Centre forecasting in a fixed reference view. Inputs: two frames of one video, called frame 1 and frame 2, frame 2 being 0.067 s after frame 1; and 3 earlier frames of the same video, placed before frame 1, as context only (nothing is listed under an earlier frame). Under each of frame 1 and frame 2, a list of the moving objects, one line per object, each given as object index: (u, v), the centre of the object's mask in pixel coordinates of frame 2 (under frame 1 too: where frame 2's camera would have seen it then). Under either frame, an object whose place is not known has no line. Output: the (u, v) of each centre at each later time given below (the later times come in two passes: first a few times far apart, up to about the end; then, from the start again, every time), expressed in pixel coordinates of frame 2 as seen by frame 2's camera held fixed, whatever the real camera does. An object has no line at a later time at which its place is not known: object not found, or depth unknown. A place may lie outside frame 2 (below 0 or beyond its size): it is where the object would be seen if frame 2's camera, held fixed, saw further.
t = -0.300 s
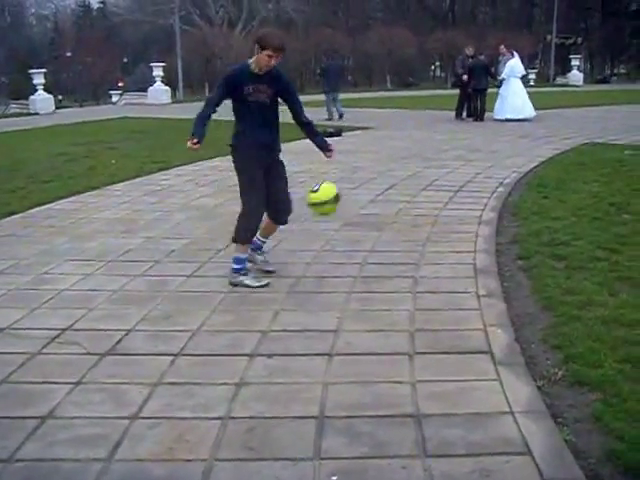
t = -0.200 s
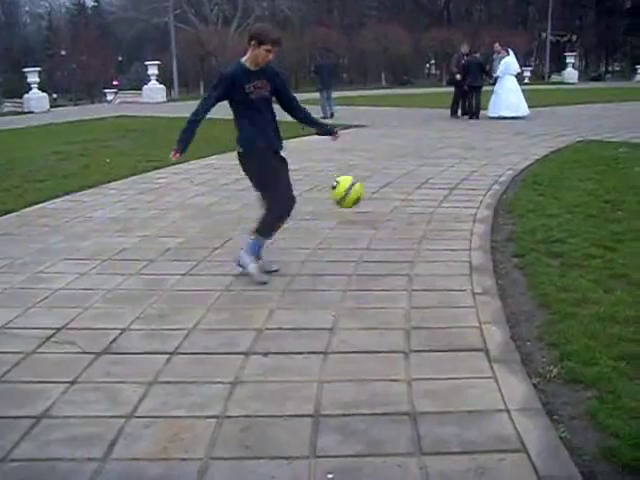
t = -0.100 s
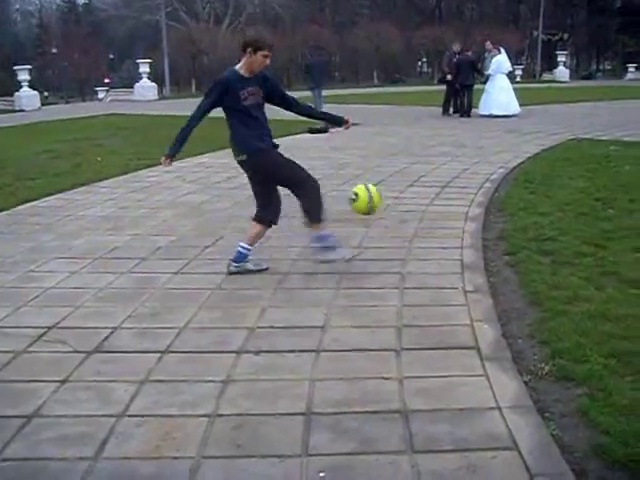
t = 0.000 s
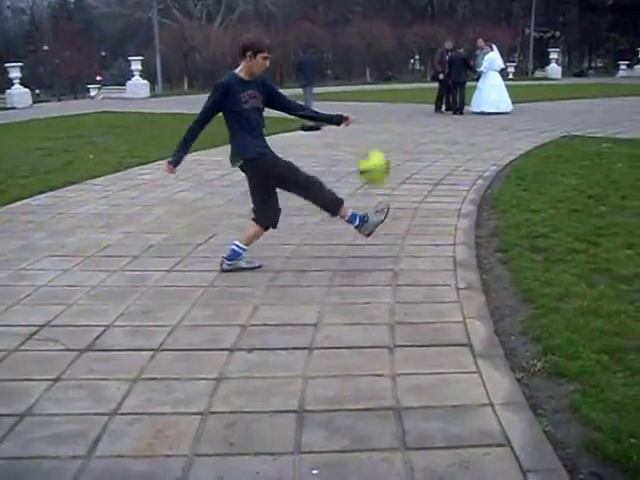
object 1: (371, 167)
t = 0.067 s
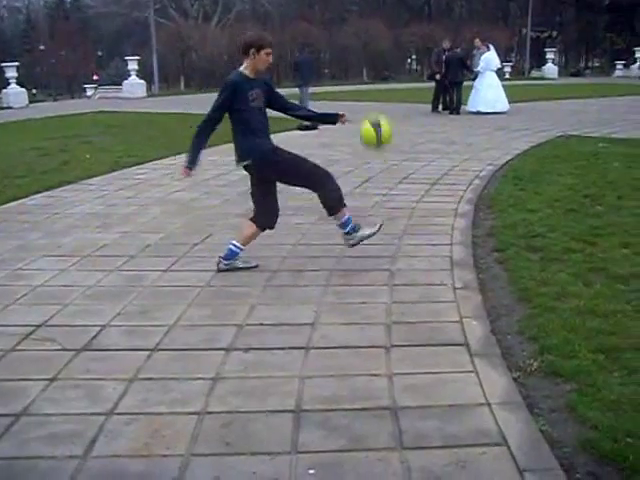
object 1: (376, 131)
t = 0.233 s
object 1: (389, 73)
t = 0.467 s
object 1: (408, 60)
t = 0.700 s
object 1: (427, 122)
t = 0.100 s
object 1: (378, 117)
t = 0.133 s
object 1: (381, 103)
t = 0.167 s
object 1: (383, 91)
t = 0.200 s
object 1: (386, 81)
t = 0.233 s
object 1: (389, 73)
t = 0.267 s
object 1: (391, 67)
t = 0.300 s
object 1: (395, 62)
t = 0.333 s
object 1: (398, 57)
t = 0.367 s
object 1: (400, 56)
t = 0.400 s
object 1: (403, 56)
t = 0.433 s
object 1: (405, 56)
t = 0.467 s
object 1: (408, 60)
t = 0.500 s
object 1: (411, 64)
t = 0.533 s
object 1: (414, 70)
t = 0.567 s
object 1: (417, 77)
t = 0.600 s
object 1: (420, 86)
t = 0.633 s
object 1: (423, 96)
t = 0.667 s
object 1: (425, 109)
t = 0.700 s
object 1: (427, 122)
